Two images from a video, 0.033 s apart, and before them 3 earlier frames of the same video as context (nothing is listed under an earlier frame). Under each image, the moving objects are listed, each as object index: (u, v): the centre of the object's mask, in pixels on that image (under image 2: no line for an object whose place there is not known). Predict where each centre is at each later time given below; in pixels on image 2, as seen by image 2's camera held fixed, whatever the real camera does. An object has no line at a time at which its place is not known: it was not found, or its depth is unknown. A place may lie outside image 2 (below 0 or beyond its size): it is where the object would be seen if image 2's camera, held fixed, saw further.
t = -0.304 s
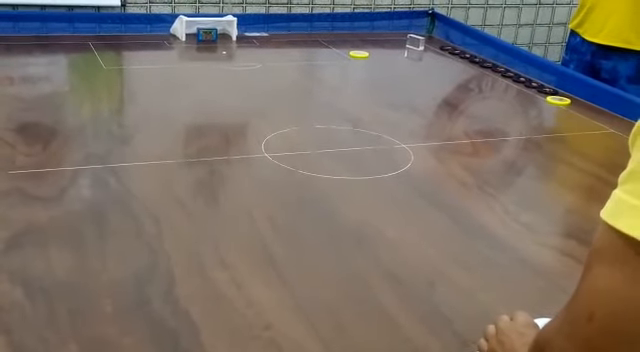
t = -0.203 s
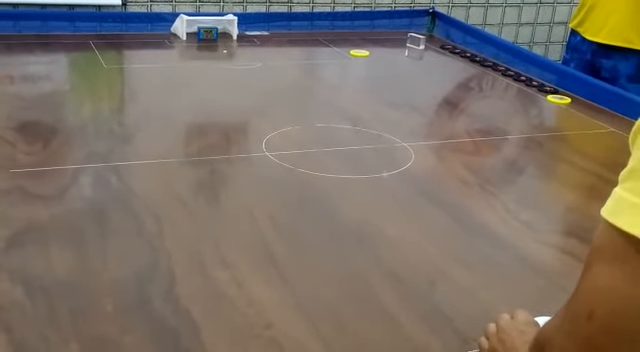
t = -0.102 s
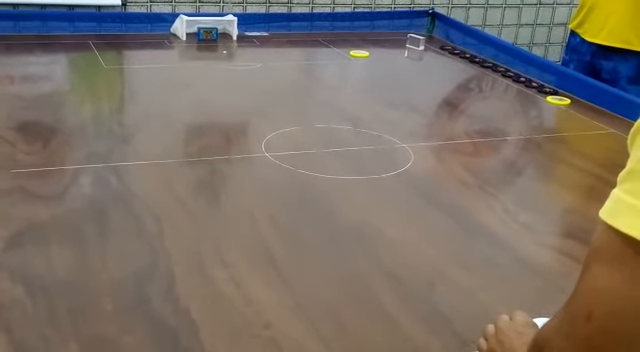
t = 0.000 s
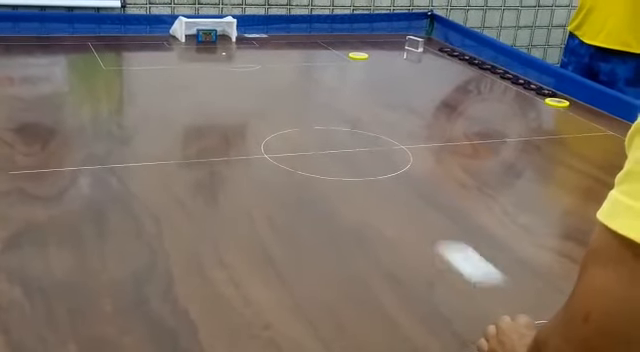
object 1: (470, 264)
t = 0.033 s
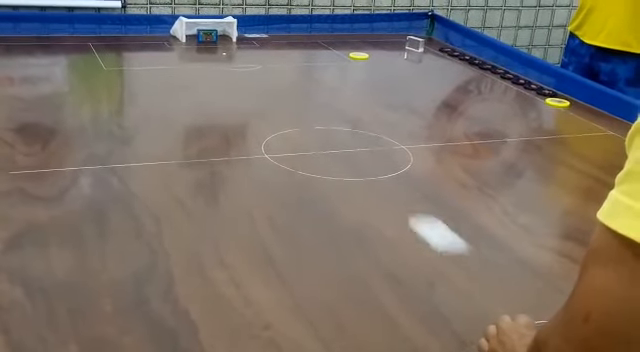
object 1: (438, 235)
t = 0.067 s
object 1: (409, 210)
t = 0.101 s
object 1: (383, 188)
